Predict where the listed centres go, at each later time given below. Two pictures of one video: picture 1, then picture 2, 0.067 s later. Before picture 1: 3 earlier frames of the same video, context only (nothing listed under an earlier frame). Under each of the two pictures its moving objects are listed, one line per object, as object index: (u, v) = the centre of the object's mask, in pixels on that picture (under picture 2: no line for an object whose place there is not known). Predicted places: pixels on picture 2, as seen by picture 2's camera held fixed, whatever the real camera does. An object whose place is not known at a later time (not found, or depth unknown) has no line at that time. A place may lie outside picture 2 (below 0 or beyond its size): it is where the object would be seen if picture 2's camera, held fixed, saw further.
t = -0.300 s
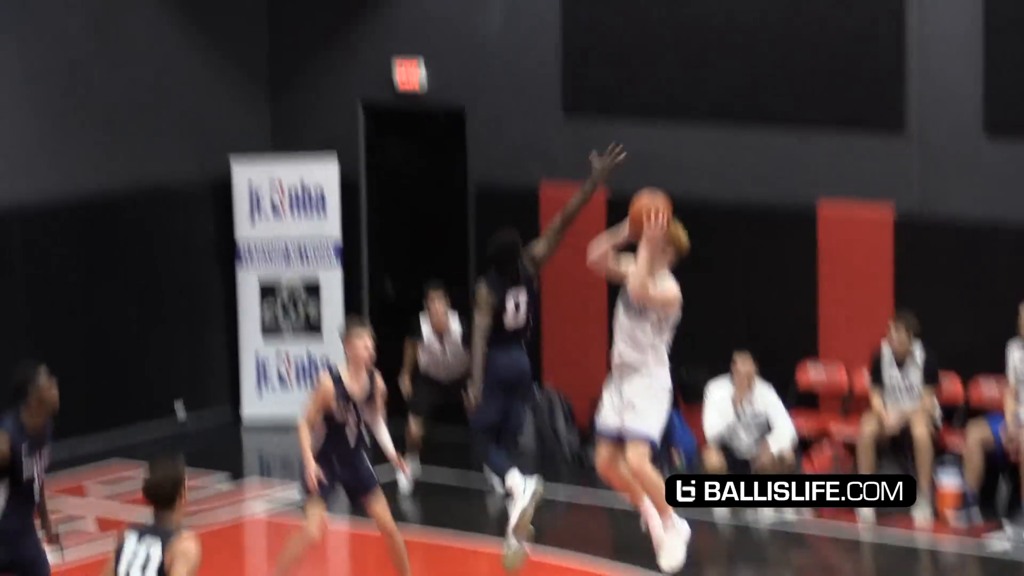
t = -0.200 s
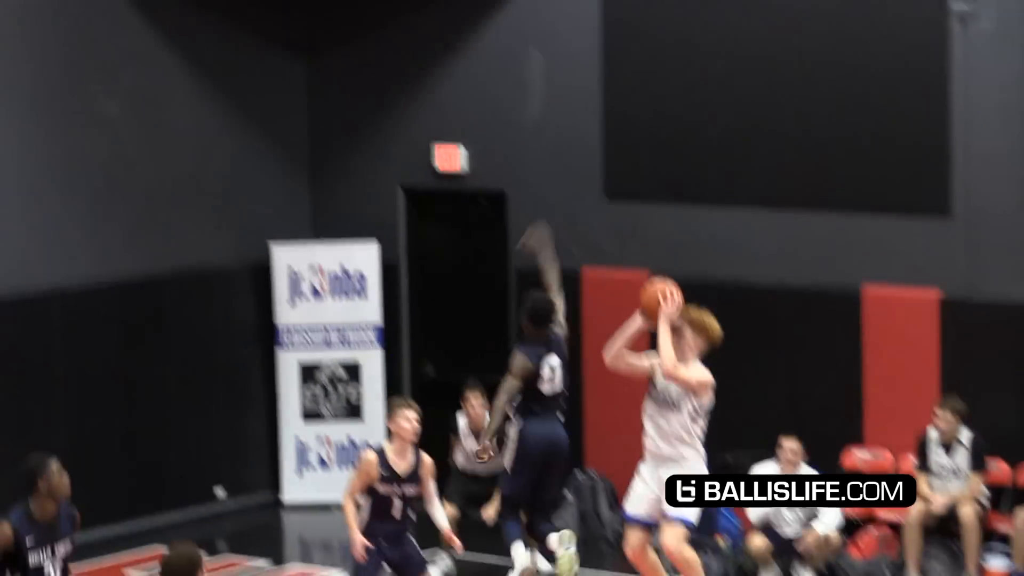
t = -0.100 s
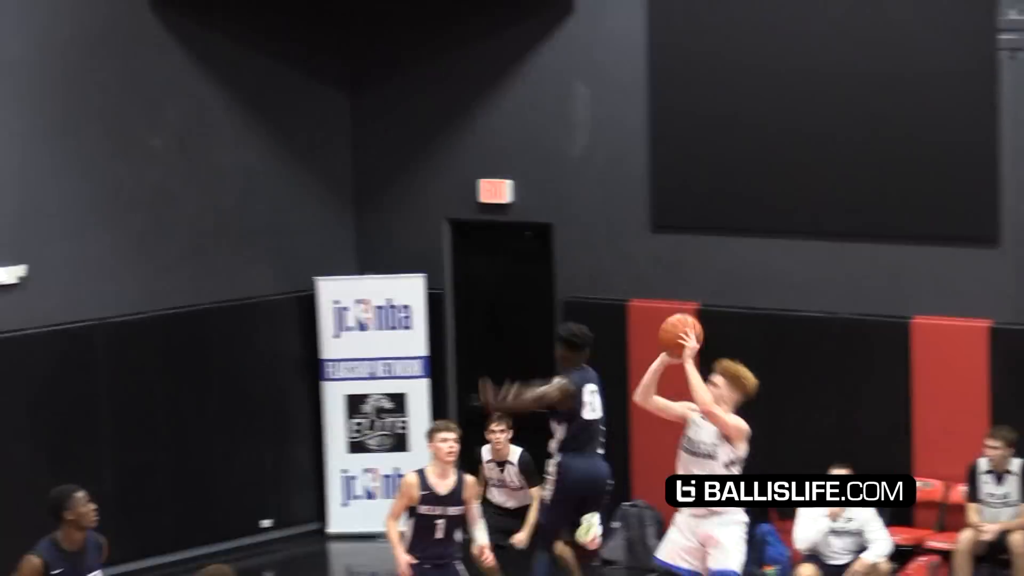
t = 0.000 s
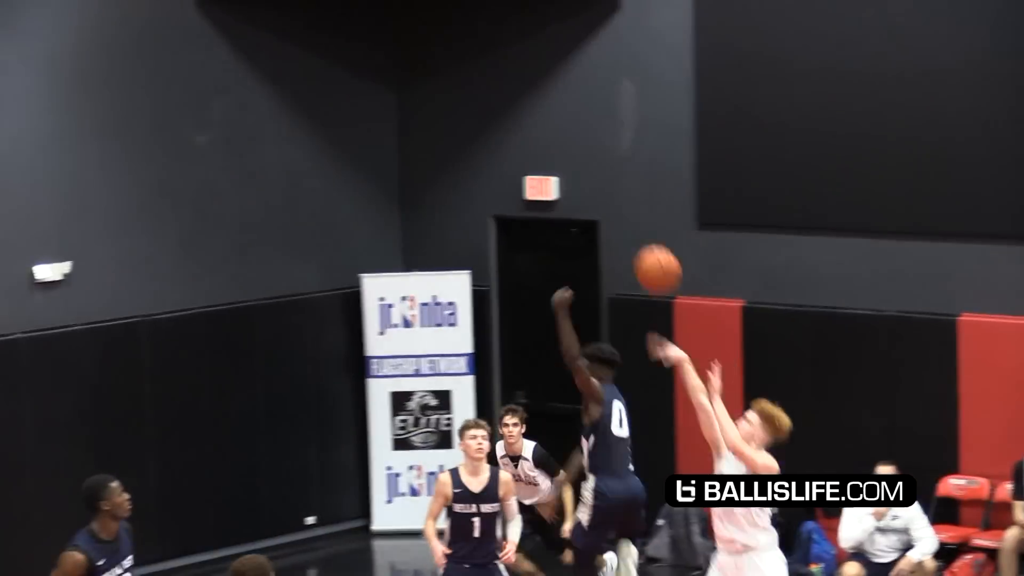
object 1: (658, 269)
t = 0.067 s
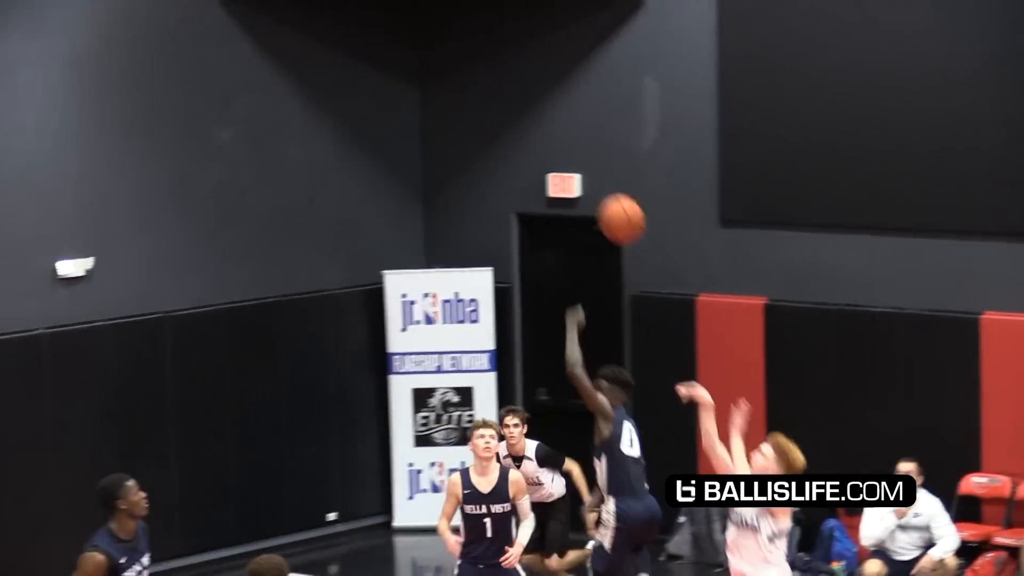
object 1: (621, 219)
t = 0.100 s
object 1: (594, 199)
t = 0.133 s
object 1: (562, 178)
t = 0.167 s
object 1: (532, 159)
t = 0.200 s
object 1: (502, 144)
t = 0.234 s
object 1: (473, 131)
